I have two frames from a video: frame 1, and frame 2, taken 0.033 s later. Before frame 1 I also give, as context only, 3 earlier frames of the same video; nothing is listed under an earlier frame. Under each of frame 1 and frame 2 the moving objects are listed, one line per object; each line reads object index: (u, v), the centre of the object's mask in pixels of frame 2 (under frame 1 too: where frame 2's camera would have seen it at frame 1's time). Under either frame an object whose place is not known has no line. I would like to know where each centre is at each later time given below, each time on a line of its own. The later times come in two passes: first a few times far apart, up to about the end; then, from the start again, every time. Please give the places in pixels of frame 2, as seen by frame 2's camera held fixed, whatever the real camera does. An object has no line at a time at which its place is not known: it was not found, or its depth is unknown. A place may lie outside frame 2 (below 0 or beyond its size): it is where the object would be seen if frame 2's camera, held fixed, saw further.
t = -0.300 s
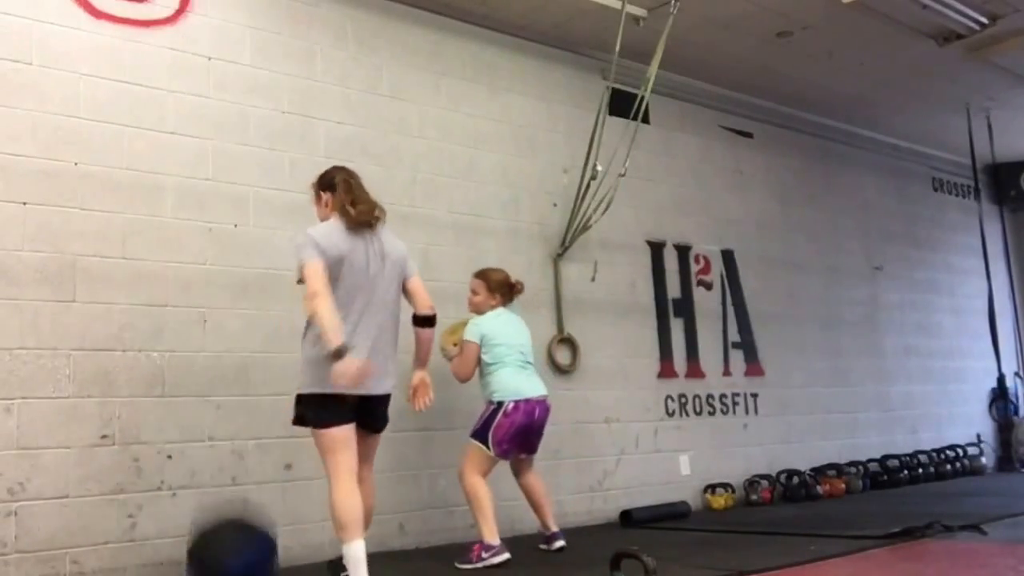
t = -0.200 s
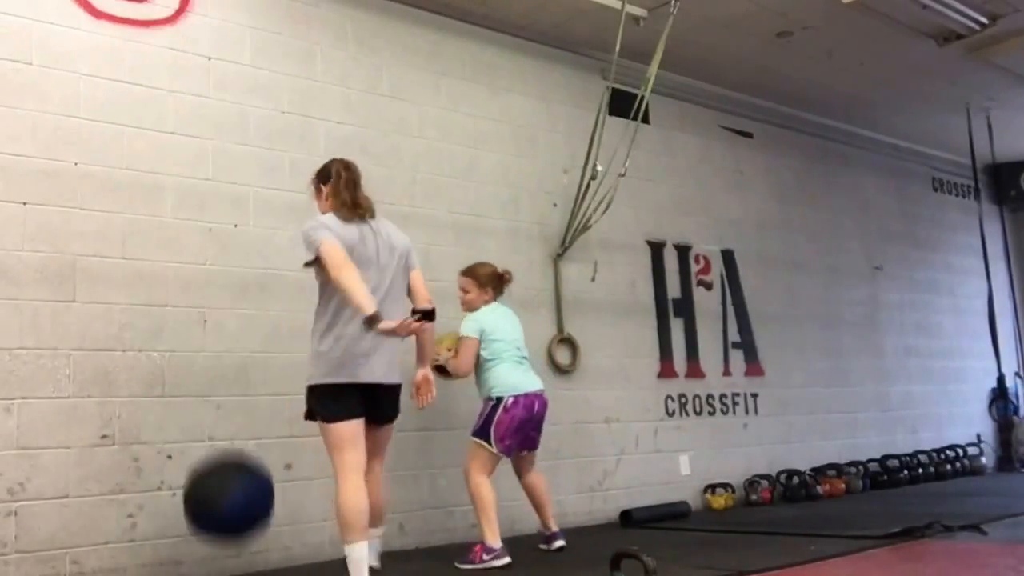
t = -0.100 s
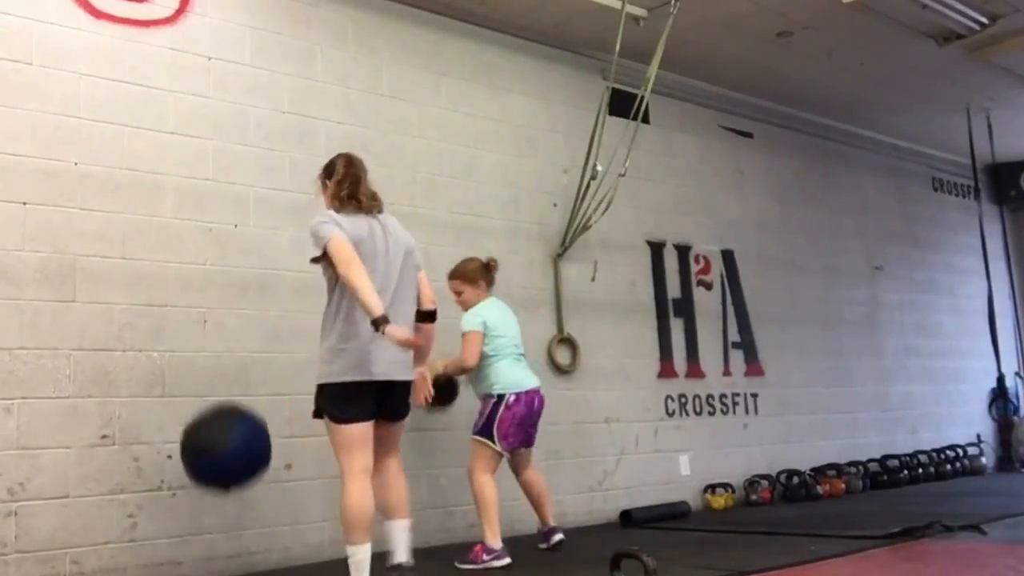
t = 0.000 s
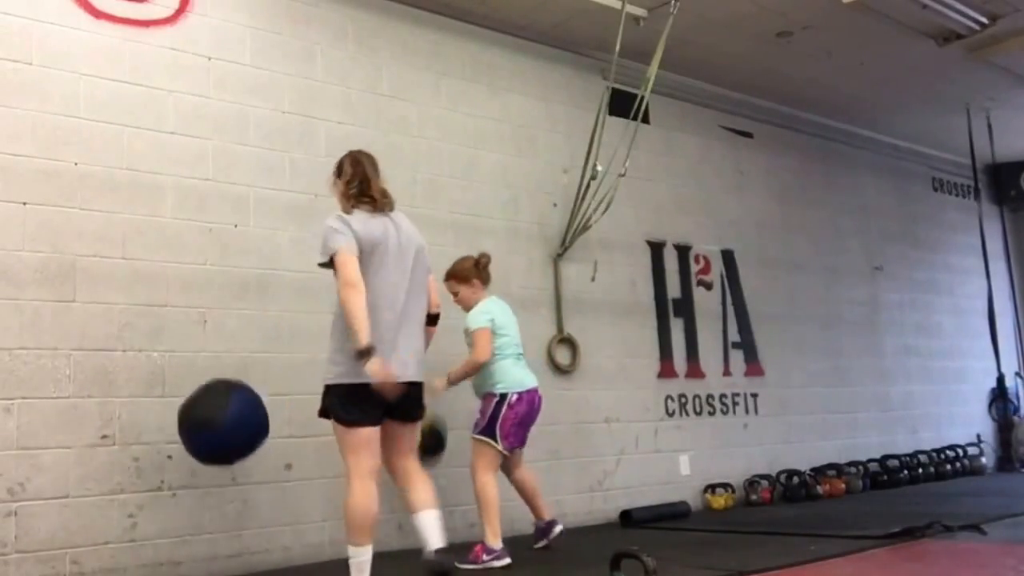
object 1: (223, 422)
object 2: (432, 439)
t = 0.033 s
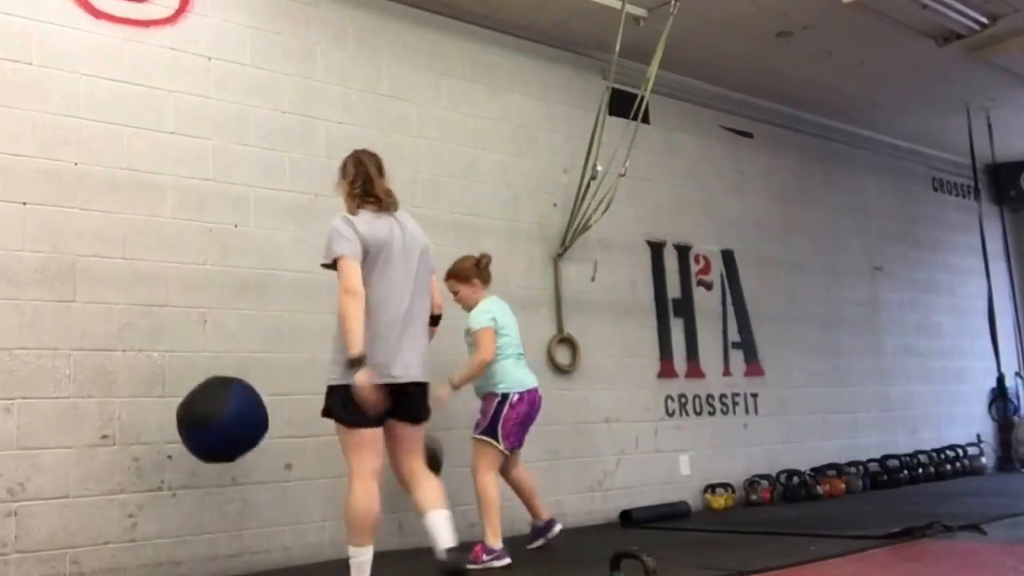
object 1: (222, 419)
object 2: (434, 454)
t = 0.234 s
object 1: (216, 455)
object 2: (404, 494)
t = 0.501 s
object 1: (211, 525)
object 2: (363, 452)
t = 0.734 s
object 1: (211, 528)
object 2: (343, 539)
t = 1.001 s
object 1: (214, 537)
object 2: (314, 498)
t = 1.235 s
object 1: (218, 543)
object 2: (291, 538)
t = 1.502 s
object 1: (225, 545)
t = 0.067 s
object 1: (221, 419)
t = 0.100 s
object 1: (220, 421)
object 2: (411, 516)
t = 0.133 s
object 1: (219, 426)
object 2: (408, 539)
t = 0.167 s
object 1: (218, 433)
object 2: (405, 525)
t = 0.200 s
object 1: (217, 443)
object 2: (404, 508)
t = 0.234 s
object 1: (216, 455)
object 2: (404, 494)
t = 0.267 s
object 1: (215, 470)
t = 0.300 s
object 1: (214, 489)
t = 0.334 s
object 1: (213, 509)
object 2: (366, 457)
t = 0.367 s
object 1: (212, 533)
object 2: (365, 453)
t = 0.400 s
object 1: (213, 548)
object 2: (365, 450)
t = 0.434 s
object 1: (212, 542)
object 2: (364, 448)
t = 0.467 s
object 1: (211, 535)
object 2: (364, 449)
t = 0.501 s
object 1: (211, 525)
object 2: (363, 452)
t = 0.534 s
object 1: (211, 518)
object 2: (362, 457)
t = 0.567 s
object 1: (211, 513)
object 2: (359, 465)
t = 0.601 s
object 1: (211, 510)
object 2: (356, 475)
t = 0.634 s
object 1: (211, 511)
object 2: (352, 487)
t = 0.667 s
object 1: (211, 514)
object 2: (349, 501)
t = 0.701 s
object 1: (211, 519)
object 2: (346, 518)
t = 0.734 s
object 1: (211, 528)
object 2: (343, 539)
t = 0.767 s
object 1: (211, 536)
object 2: (339, 540)
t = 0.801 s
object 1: (211, 545)
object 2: (335, 525)
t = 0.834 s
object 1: (212, 546)
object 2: (331, 515)
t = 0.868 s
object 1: (212, 542)
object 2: (328, 507)
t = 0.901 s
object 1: (212, 539)
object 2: (324, 501)
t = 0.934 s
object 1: (212, 536)
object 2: (321, 497)
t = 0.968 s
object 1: (213, 536)
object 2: (317, 496)
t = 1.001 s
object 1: (214, 537)
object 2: (314, 498)
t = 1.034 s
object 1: (215, 540)
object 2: (311, 500)
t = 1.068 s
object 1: (215, 545)
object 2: (307, 507)
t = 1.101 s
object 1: (216, 547)
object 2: (304, 515)
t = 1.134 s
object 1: (217, 545)
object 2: (301, 525)
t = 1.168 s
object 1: (217, 543)
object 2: (297, 539)
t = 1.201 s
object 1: (218, 542)
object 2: (293, 548)
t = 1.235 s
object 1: (218, 543)
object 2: (291, 538)
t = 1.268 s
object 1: (219, 545)
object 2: (288, 530)
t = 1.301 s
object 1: (220, 546)
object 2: (284, 525)
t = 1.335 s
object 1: (221, 545)
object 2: (281, 521)
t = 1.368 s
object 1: (221, 544)
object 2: (279, 520)
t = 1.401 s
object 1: (222, 545)
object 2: (277, 521)
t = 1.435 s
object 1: (223, 545)
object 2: (275, 524)
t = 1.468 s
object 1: (224, 545)
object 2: (274, 529)
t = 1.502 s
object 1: (225, 545)
